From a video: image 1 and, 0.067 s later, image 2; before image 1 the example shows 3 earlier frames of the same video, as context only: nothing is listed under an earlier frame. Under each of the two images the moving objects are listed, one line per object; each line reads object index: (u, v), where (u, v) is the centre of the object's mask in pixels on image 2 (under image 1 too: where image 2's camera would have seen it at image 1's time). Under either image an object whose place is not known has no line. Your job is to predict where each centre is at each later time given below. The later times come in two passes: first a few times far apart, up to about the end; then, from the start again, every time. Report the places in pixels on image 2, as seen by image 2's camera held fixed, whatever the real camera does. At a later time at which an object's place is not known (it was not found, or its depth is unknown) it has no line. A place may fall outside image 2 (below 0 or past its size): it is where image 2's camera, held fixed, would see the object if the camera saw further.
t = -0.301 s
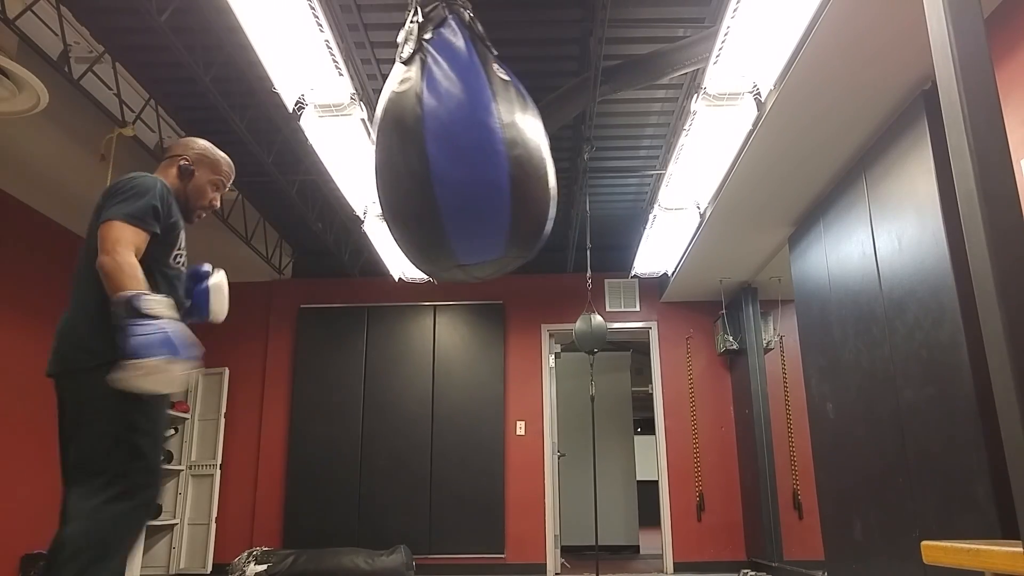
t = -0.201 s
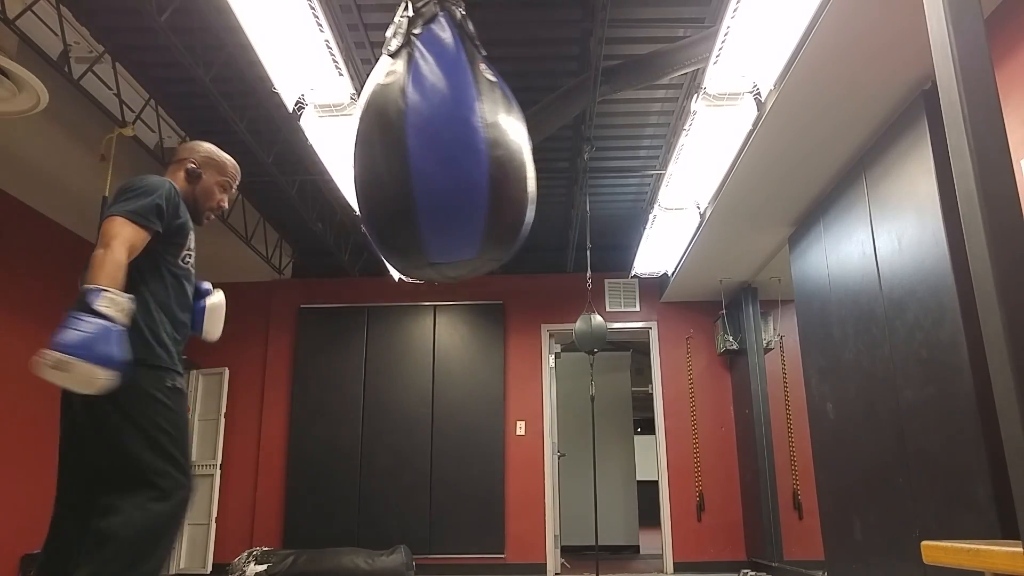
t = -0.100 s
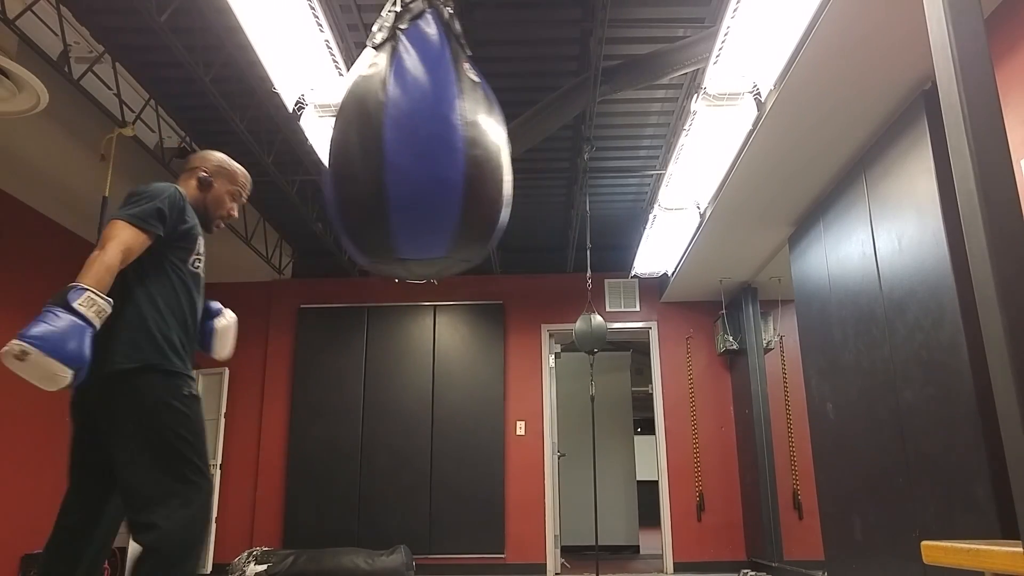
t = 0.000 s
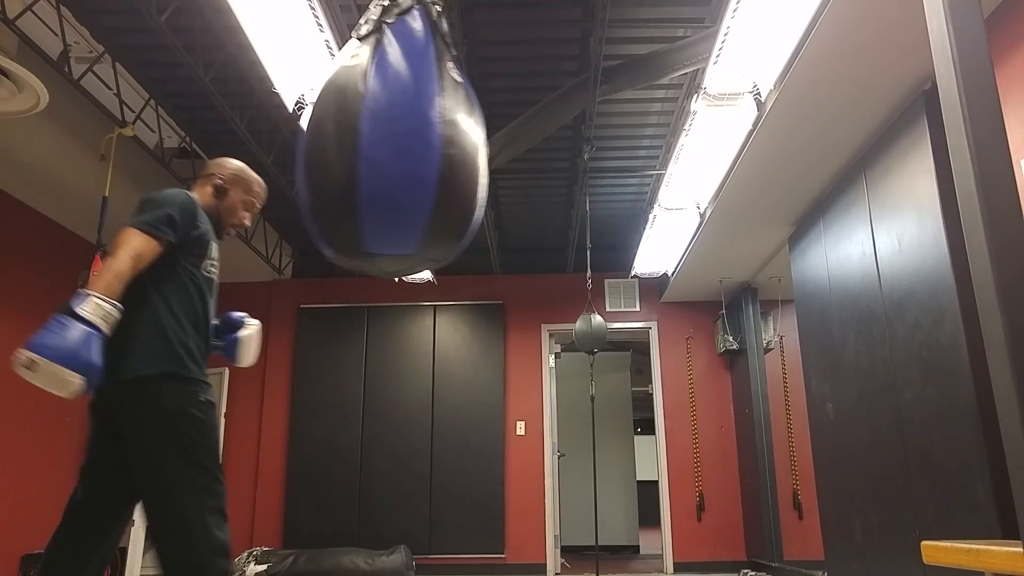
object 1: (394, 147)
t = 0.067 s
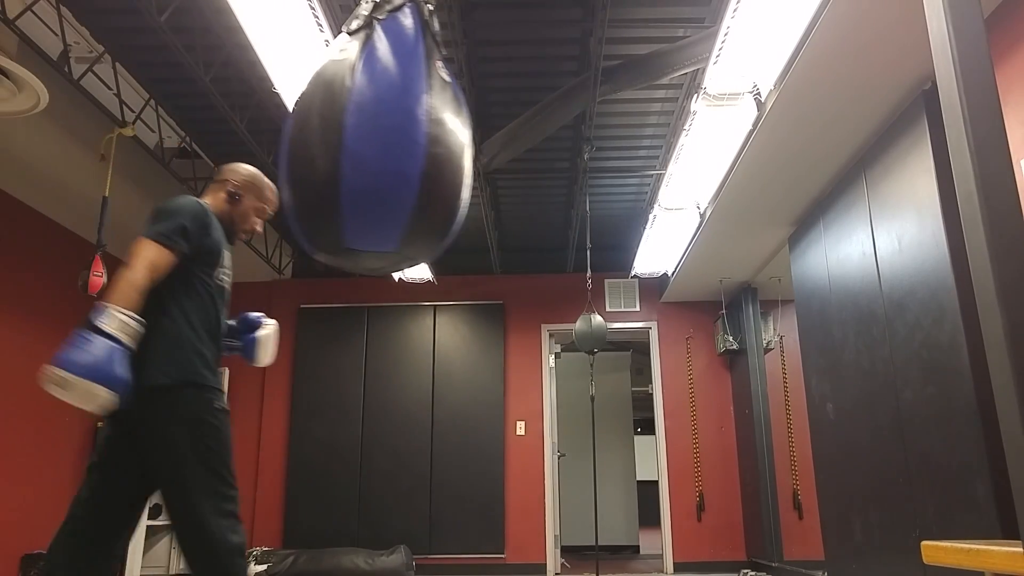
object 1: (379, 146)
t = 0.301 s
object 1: (341, 138)
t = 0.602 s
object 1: (343, 139)
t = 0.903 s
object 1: (403, 149)
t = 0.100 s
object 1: (371, 144)
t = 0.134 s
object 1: (365, 143)
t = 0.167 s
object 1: (359, 141)
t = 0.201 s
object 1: (354, 141)
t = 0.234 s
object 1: (349, 140)
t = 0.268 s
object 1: (343, 138)
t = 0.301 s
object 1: (341, 138)
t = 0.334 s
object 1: (338, 138)
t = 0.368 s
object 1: (336, 137)
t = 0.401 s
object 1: (334, 136)
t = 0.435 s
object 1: (335, 137)
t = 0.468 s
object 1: (334, 136)
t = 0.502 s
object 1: (336, 138)
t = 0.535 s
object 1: (338, 138)
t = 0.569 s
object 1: (341, 139)
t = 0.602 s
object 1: (343, 139)
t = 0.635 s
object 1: (348, 140)
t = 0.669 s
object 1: (353, 142)
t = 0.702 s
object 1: (359, 143)
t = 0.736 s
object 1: (366, 146)
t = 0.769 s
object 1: (373, 147)
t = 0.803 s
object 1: (382, 148)
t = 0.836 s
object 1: (390, 149)
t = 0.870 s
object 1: (397, 151)
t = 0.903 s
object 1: (403, 149)
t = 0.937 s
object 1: (410, 149)
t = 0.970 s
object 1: (416, 149)
